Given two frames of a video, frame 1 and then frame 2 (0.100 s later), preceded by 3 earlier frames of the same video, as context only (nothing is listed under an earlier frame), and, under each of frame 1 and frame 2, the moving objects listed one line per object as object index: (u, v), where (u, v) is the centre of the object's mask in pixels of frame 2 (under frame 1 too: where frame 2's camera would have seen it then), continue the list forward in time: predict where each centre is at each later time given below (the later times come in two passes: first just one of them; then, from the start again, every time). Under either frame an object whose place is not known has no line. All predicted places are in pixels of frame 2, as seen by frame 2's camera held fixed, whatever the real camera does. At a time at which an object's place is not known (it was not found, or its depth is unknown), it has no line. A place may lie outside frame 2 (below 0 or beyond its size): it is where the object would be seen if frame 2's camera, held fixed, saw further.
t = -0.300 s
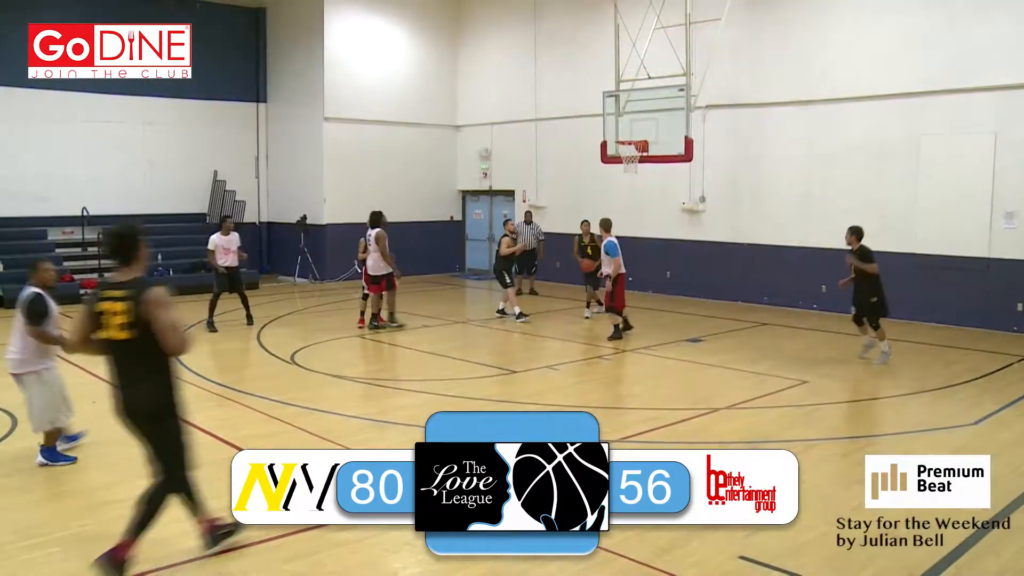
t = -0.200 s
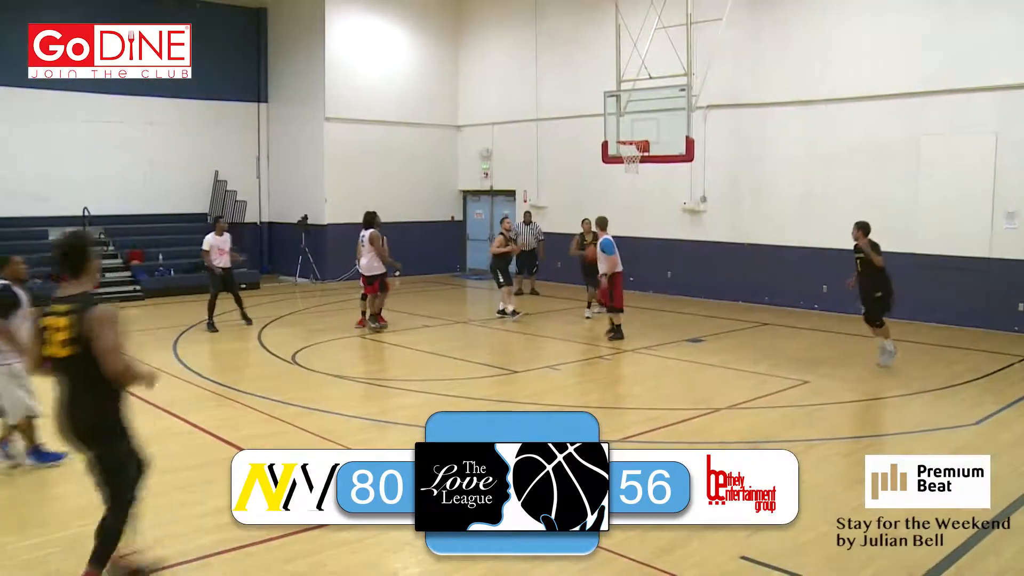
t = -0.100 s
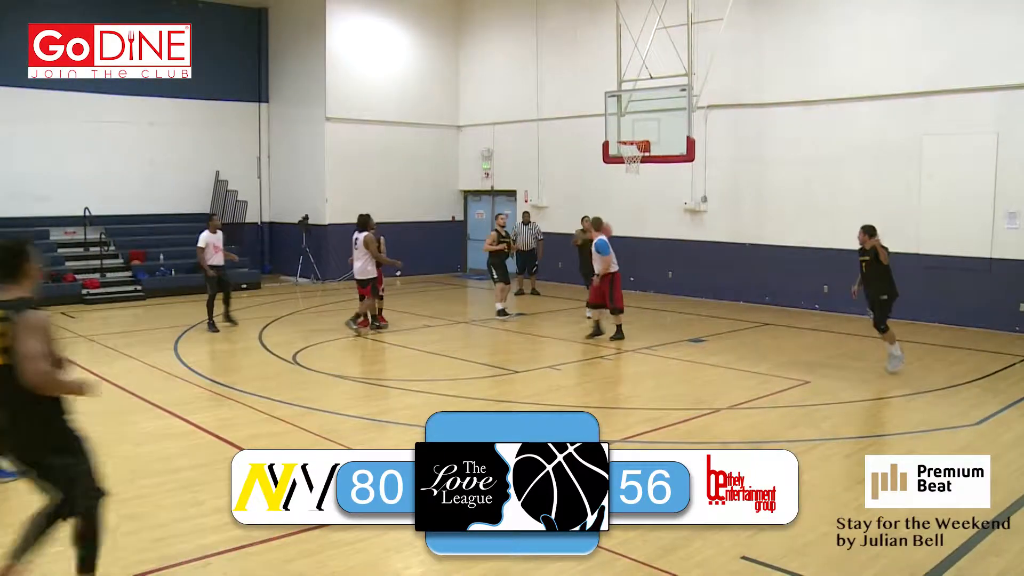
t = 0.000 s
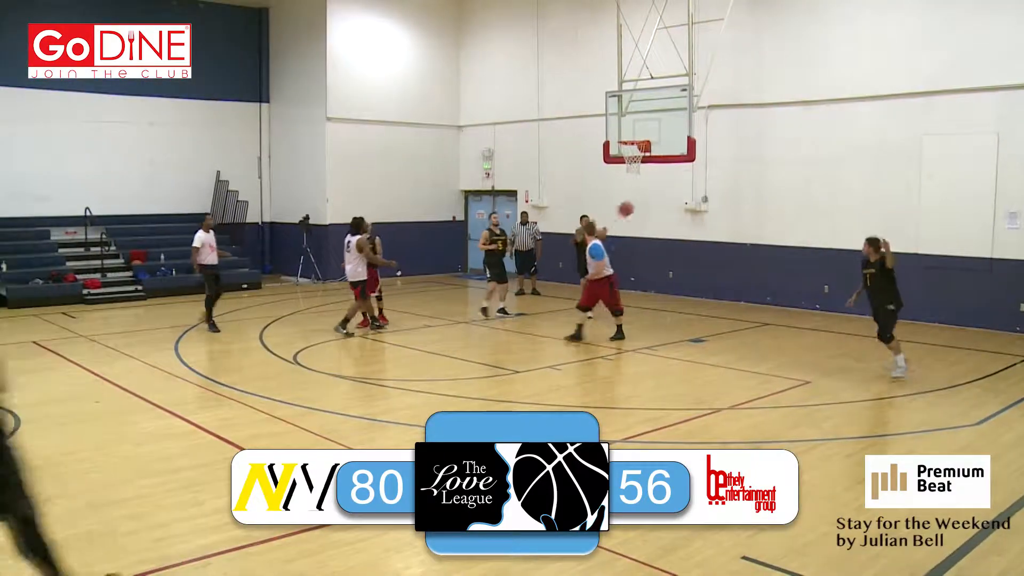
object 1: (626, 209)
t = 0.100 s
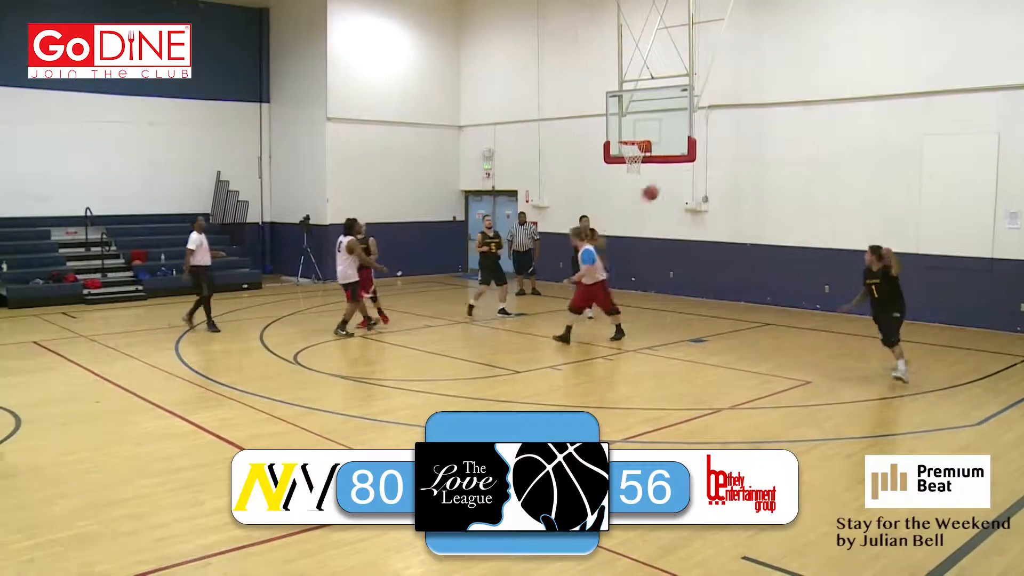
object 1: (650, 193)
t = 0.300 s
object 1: (707, 175)
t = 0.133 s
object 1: (659, 188)
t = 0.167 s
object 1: (668, 184)
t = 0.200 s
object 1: (677, 181)
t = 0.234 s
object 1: (686, 178)
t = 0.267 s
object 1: (696, 176)
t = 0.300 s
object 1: (707, 175)
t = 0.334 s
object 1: (717, 174)
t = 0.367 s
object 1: (728, 174)
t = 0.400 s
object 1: (739, 176)
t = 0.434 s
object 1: (751, 178)
